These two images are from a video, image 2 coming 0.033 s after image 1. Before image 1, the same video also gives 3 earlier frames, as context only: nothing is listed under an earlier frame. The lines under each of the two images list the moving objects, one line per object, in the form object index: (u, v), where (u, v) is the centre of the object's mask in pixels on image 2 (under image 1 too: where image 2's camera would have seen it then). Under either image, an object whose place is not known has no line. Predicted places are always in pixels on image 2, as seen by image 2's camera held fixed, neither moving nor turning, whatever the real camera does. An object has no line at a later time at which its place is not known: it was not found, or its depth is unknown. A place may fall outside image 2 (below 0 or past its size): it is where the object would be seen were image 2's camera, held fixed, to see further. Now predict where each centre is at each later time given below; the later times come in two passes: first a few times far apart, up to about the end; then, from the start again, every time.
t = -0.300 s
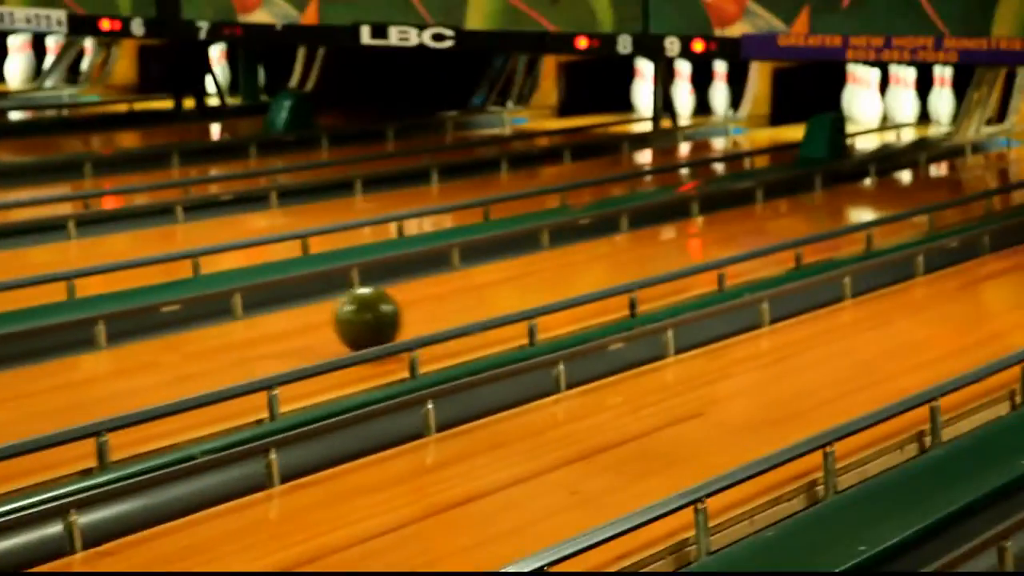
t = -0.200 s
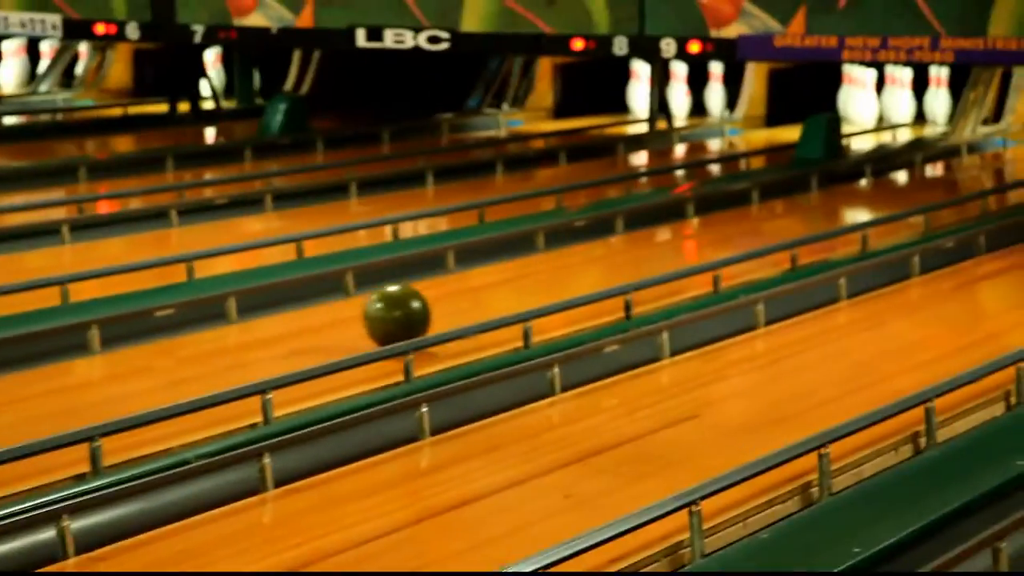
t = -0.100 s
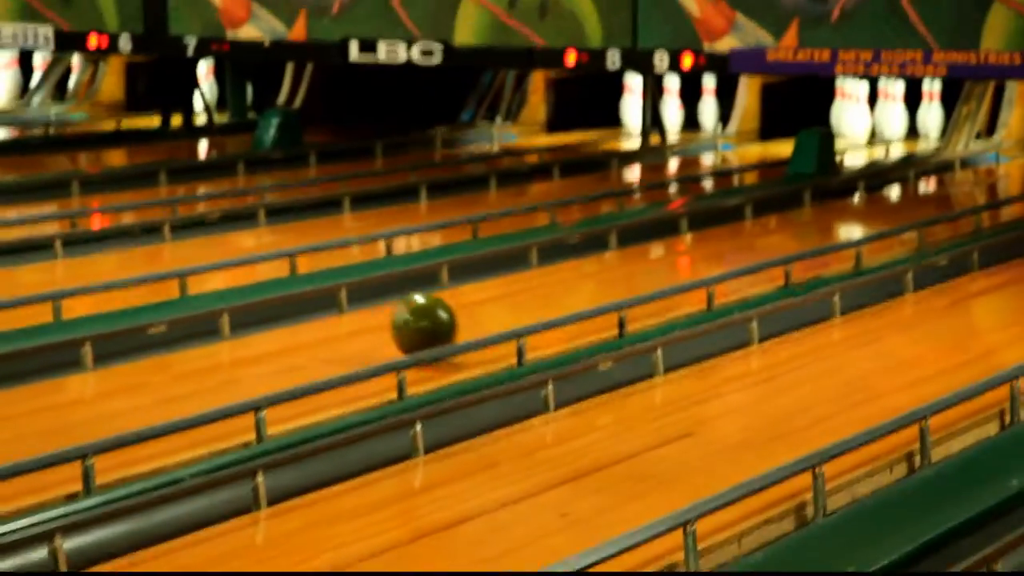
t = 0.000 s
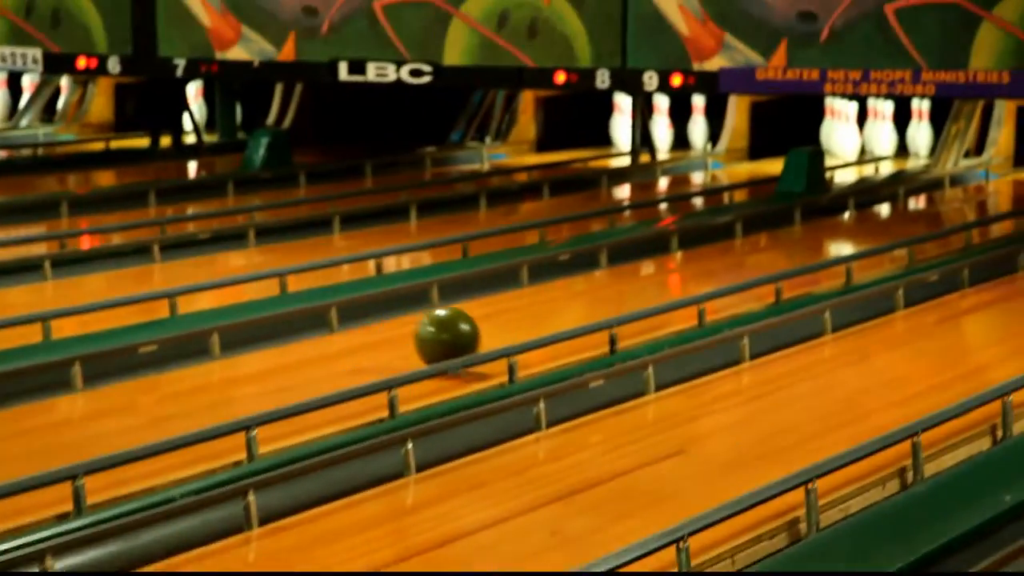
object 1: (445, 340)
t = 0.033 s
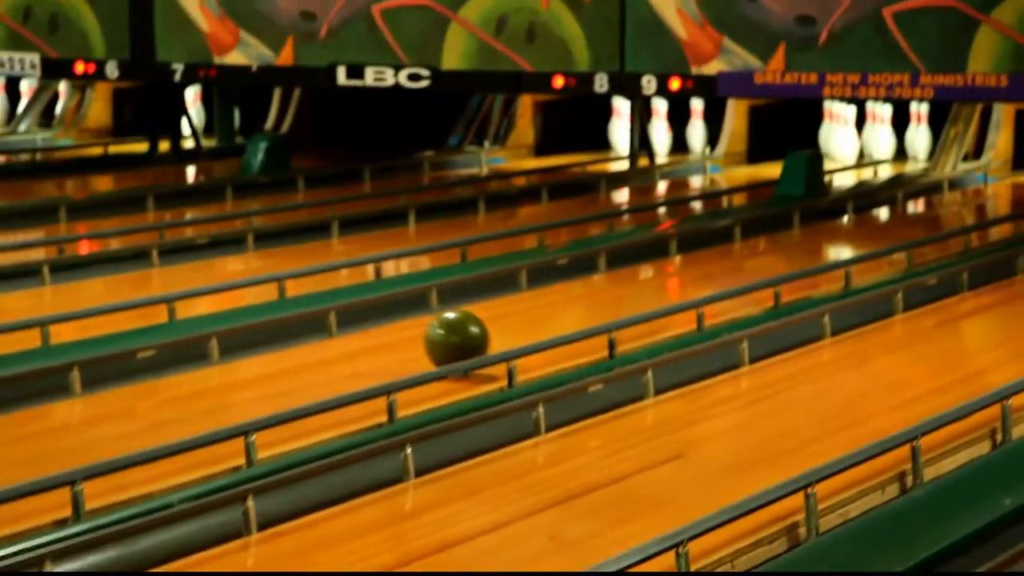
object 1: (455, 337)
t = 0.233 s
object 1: (515, 325)
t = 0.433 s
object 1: (570, 311)
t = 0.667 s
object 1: (632, 304)
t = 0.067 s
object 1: (466, 335)
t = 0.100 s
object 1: (476, 333)
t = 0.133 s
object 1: (486, 331)
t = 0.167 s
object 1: (496, 329)
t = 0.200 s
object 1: (506, 327)
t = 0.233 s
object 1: (515, 325)
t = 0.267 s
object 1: (525, 322)
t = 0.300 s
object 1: (534, 320)
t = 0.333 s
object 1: (543, 318)
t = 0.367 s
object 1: (552, 316)
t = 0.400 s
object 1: (561, 314)
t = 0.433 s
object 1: (570, 311)
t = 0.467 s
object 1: (579, 309)
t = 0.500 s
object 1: (588, 307)
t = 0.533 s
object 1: (597, 305)
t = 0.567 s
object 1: (605, 303)
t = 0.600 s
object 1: (614, 301)
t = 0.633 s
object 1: (622, 299)
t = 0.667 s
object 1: (632, 304)
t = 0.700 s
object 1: (640, 302)
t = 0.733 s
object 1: (648, 300)
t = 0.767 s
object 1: (656, 298)
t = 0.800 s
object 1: (664, 297)
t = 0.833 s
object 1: (671, 295)
